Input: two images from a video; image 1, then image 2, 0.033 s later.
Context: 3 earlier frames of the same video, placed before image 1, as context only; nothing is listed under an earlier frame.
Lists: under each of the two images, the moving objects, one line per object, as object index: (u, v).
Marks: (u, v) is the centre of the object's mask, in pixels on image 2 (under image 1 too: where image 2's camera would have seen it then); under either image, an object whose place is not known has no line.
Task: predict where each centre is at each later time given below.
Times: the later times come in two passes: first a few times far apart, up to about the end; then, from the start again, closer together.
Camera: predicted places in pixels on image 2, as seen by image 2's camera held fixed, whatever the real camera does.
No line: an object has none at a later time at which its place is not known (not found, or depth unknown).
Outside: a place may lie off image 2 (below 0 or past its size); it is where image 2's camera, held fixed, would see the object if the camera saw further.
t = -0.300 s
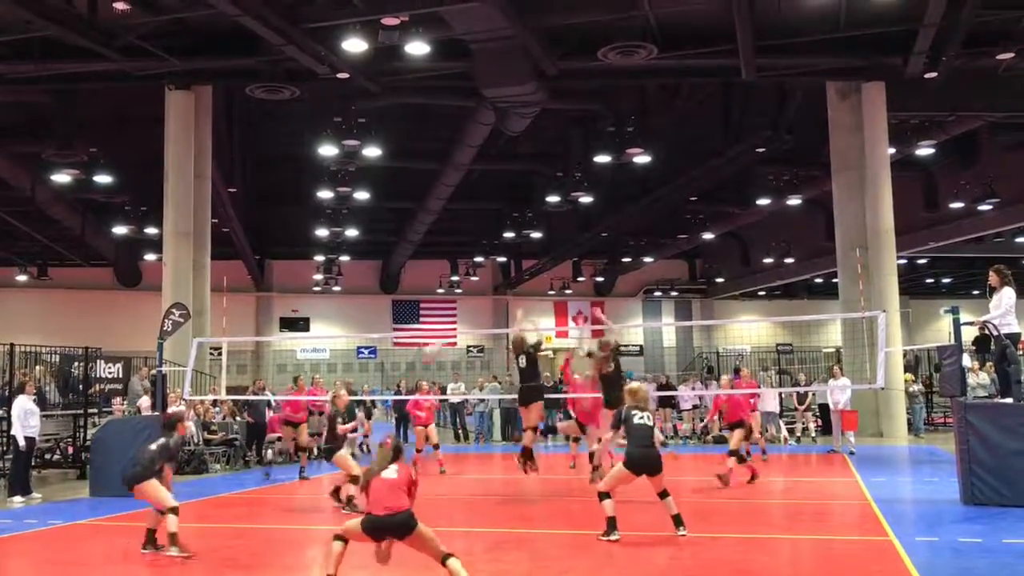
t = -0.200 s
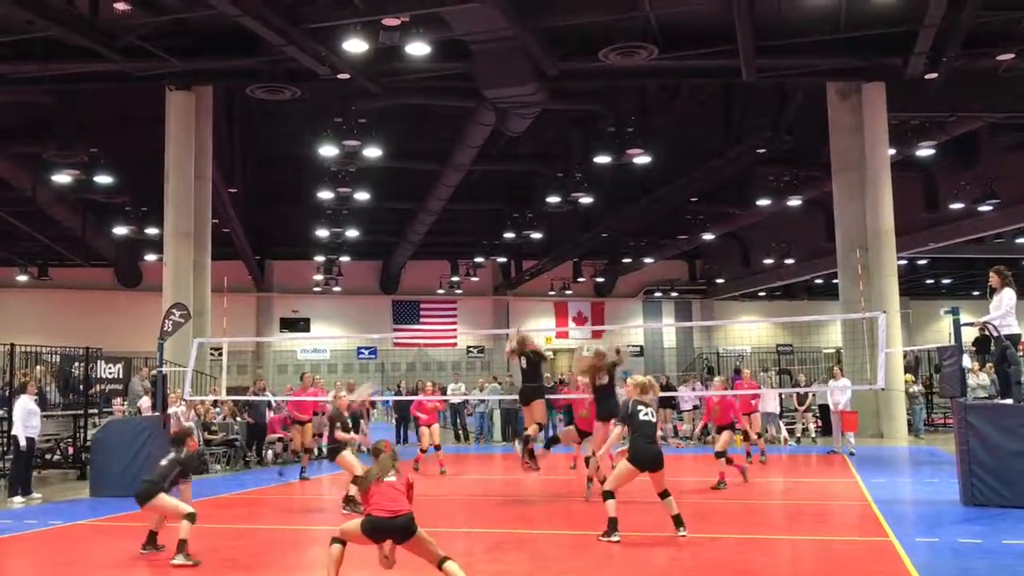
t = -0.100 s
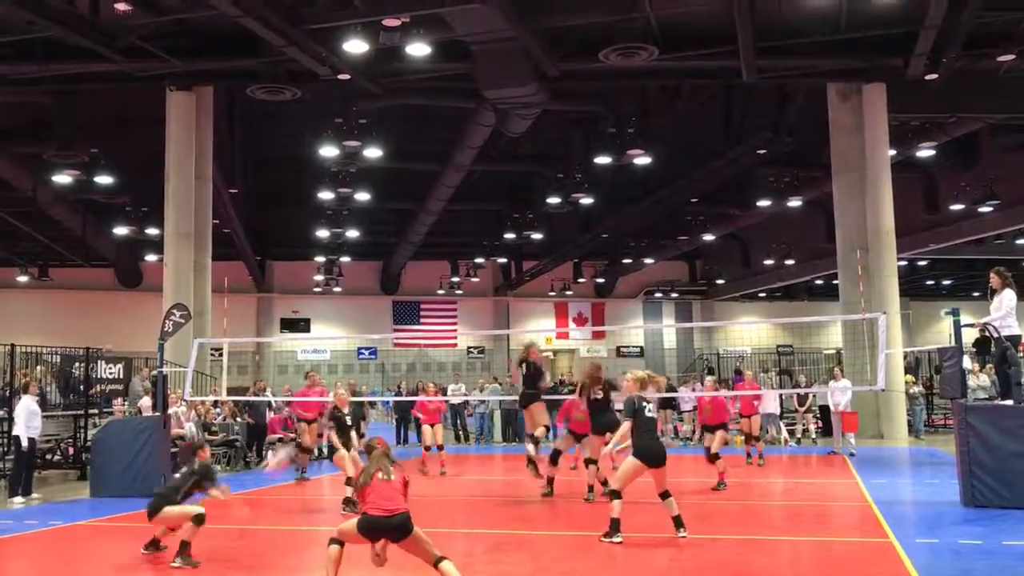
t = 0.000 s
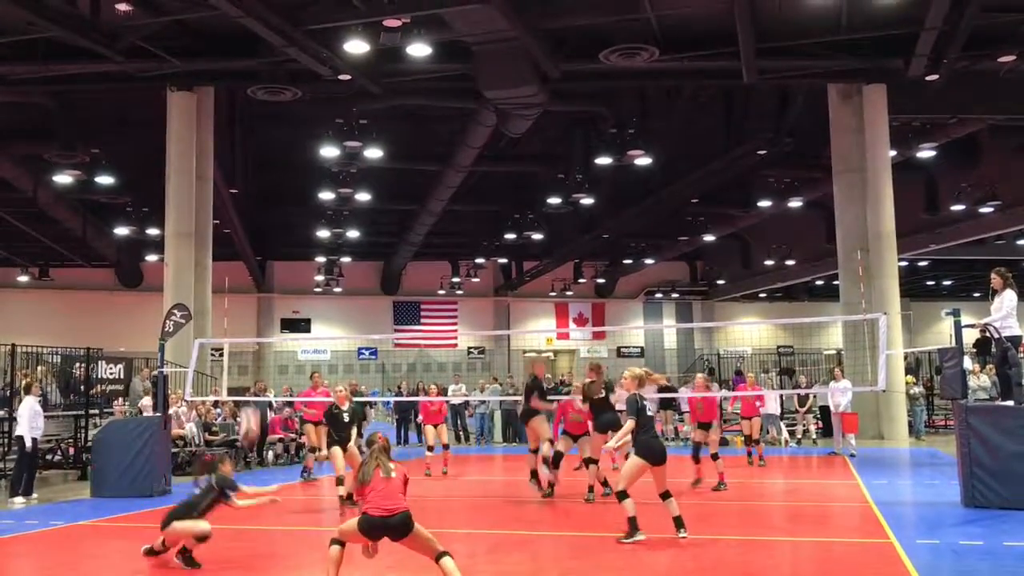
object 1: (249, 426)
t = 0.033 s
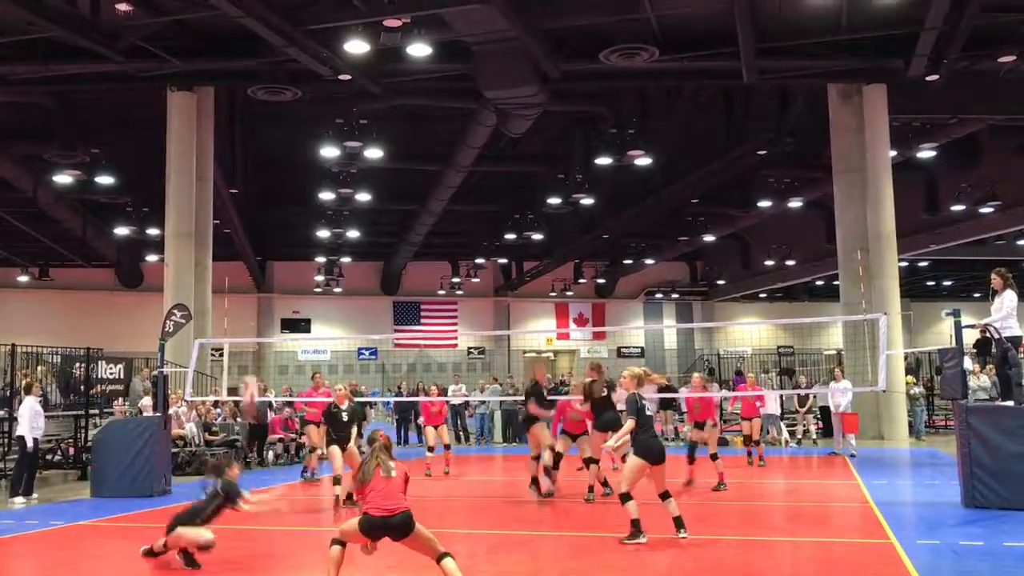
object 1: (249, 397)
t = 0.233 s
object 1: (253, 232)
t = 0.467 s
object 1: (251, 93)
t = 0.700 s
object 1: (246, 9)
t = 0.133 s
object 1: (252, 304)
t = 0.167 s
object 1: (252, 279)
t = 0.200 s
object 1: (253, 255)
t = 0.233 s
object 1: (253, 232)
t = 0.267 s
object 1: (253, 209)
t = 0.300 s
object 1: (253, 185)
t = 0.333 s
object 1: (252, 165)
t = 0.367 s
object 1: (252, 146)
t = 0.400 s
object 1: (251, 127)
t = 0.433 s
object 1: (252, 109)
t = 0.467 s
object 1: (251, 93)
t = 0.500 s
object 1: (250, 78)
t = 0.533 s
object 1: (250, 64)
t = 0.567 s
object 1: (249, 51)
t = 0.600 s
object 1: (248, 38)
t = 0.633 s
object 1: (248, 26)
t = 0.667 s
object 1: (247, 17)
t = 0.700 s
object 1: (246, 9)
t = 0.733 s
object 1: (245, 1)
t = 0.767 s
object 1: (244, -4)
